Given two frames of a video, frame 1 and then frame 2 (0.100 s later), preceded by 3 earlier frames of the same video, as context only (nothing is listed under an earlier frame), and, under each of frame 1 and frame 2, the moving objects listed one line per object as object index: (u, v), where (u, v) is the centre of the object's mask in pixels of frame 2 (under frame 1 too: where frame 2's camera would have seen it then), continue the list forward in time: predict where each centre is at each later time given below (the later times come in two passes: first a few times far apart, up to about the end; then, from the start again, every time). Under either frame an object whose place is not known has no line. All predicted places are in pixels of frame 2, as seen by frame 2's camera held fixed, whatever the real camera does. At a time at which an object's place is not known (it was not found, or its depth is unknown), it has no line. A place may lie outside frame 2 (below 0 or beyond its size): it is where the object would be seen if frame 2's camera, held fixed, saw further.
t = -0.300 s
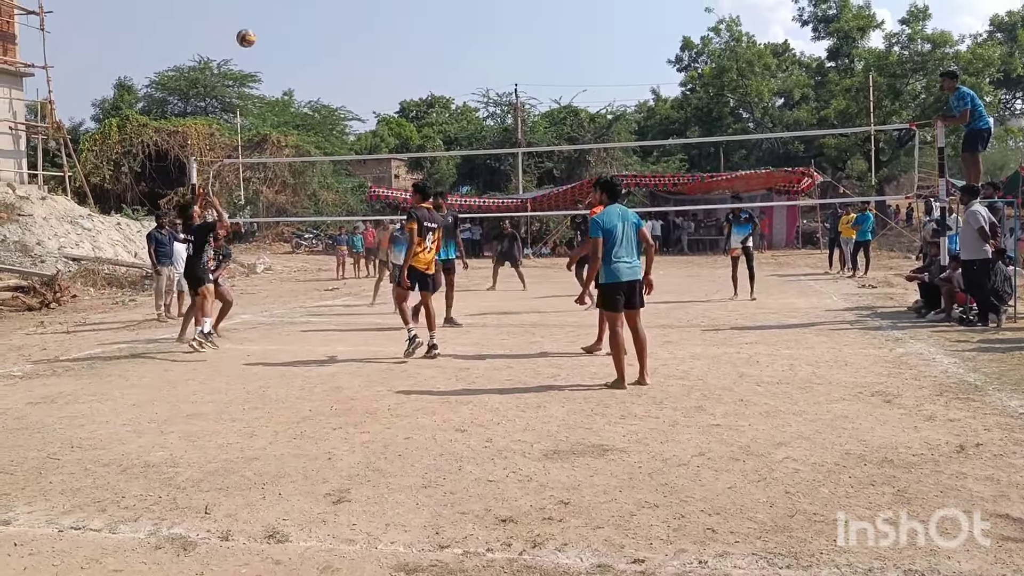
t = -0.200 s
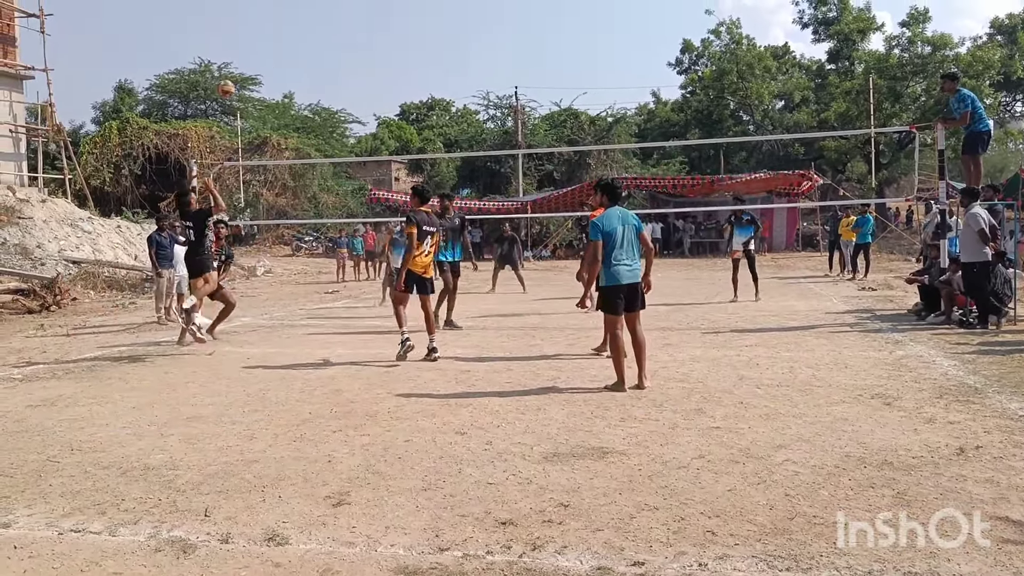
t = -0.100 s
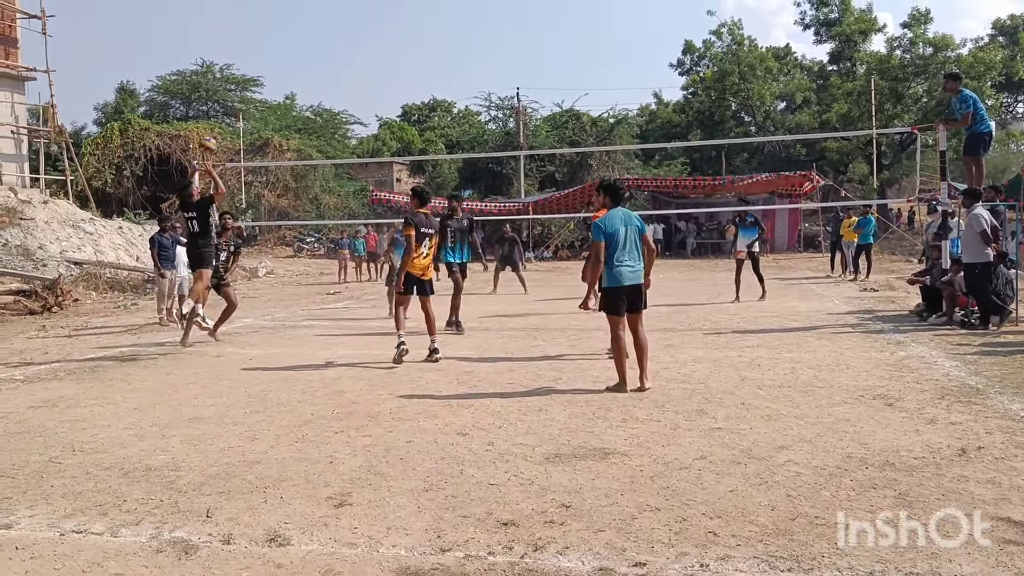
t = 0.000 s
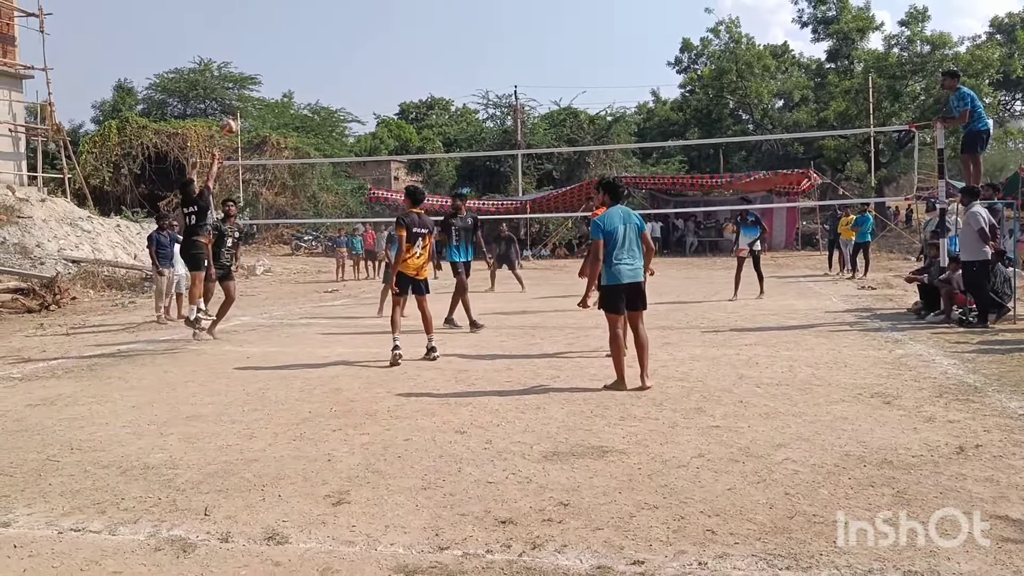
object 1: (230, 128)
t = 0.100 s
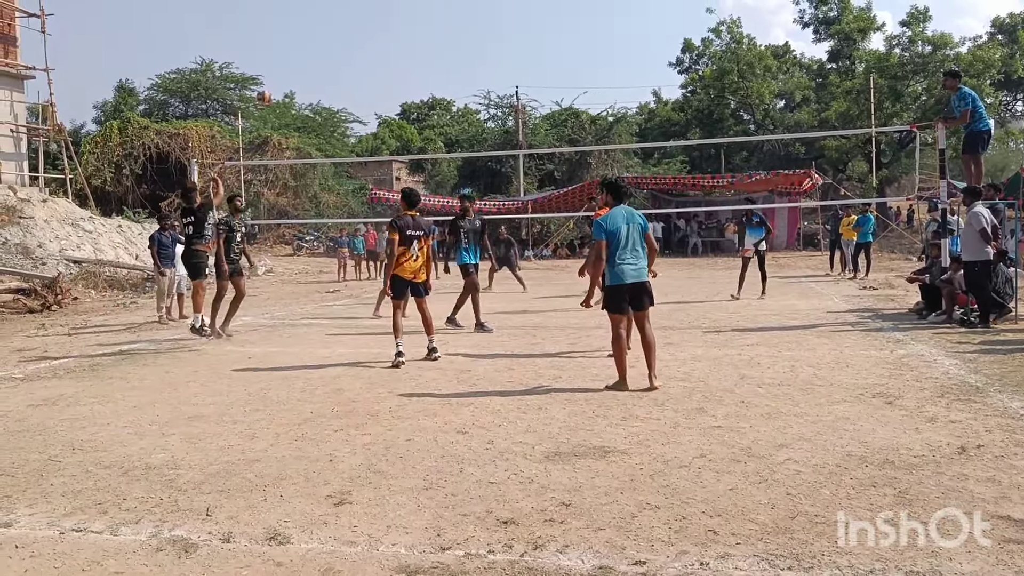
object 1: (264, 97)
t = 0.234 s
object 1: (304, 73)
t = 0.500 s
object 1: (367, 67)
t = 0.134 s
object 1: (274, 90)
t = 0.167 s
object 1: (285, 83)
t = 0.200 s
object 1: (295, 77)
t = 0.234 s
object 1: (304, 73)
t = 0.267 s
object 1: (313, 69)
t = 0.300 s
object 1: (322, 66)
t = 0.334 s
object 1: (330, 65)
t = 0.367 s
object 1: (338, 64)
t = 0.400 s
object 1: (346, 64)
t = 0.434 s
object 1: (354, 65)
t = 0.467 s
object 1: (360, 65)
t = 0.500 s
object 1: (367, 67)
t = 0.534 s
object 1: (374, 69)
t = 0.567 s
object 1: (380, 72)
